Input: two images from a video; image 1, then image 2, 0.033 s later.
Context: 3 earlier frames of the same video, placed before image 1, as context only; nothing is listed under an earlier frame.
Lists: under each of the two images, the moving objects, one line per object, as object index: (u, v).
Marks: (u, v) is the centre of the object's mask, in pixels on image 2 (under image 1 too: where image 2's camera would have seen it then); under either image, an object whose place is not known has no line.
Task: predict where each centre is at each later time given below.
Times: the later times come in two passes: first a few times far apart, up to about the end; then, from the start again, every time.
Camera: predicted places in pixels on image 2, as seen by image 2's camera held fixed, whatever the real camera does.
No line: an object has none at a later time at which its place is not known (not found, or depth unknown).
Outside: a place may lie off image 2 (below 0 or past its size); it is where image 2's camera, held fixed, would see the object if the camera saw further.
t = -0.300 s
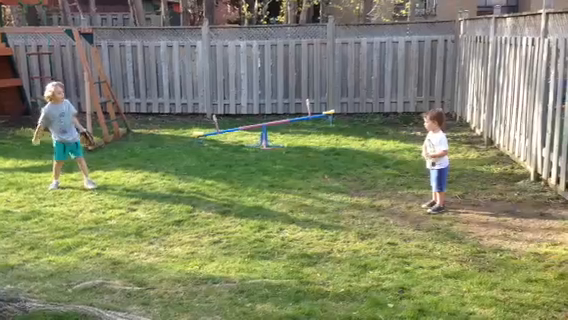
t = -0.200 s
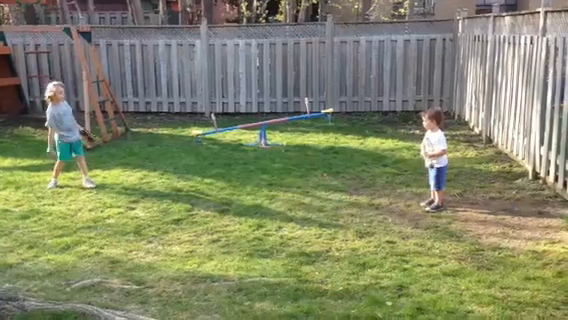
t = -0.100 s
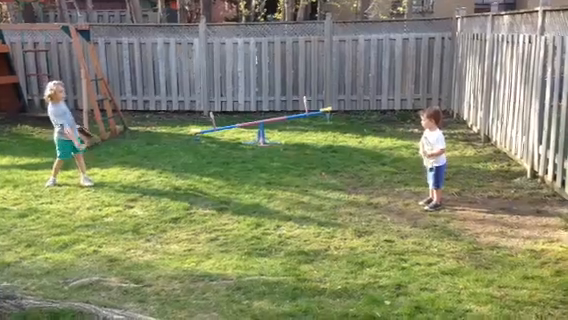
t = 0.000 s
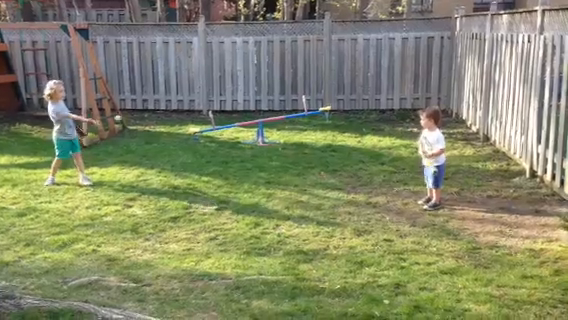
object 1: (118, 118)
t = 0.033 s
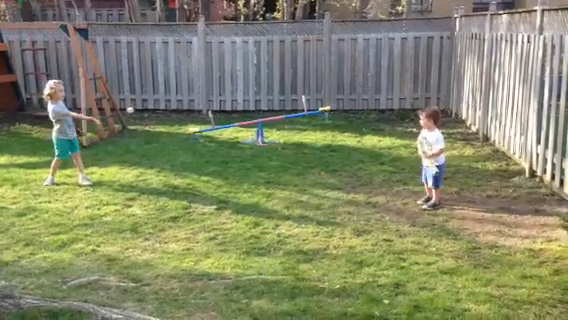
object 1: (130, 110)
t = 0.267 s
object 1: (224, 81)
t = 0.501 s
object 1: (326, 103)
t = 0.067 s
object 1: (142, 103)
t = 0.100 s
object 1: (156, 97)
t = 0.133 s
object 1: (168, 92)
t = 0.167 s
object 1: (181, 88)
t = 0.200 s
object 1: (196, 85)
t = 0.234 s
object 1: (209, 82)
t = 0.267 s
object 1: (224, 81)
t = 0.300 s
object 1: (238, 81)
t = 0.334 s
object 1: (252, 81)
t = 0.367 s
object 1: (267, 84)
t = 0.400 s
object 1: (281, 87)
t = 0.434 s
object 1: (297, 91)
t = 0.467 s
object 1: (311, 96)
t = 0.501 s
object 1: (326, 103)
